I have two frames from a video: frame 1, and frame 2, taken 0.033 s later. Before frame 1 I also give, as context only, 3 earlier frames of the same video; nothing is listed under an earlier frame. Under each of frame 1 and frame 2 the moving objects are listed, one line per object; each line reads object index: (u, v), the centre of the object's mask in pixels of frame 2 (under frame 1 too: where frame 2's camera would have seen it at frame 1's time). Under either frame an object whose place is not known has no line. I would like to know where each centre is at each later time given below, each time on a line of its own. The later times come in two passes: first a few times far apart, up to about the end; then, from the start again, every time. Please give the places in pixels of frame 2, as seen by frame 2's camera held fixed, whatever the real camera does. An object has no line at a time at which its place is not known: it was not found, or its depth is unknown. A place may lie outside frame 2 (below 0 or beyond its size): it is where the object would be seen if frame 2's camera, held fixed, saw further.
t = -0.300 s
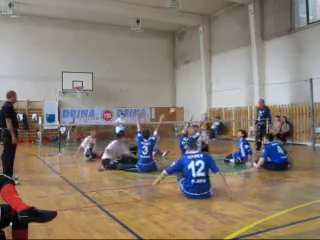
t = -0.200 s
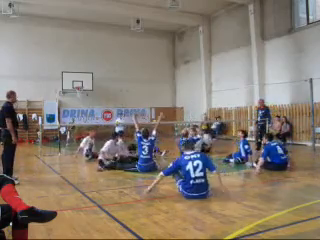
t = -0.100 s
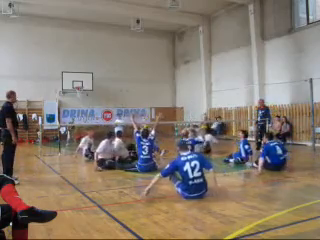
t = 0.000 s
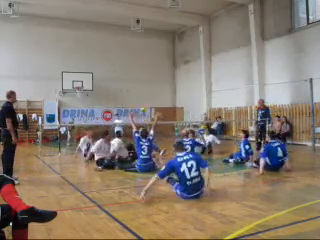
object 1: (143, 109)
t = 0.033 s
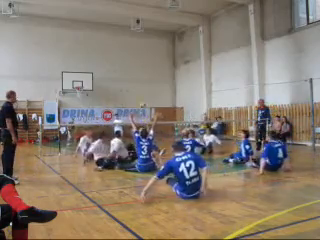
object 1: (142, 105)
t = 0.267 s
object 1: (136, 78)
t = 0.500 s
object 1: (131, 68)
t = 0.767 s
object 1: (124, 82)
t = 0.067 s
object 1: (140, 99)
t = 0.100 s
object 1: (140, 95)
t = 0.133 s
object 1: (140, 91)
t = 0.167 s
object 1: (139, 87)
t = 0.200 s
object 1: (138, 84)
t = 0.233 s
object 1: (137, 81)
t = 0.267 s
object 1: (136, 78)
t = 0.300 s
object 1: (135, 76)
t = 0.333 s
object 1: (135, 74)
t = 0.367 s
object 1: (133, 70)
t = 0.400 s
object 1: (133, 69)
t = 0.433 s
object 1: (132, 68)
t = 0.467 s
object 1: (131, 68)
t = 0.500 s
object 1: (131, 68)
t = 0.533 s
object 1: (130, 69)
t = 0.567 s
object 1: (129, 69)
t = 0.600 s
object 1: (128, 70)
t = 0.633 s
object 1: (128, 71)
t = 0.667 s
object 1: (127, 73)
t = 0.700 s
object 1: (126, 76)
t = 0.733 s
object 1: (125, 79)
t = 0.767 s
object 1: (124, 82)
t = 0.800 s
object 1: (123, 85)
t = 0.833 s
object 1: (122, 90)
